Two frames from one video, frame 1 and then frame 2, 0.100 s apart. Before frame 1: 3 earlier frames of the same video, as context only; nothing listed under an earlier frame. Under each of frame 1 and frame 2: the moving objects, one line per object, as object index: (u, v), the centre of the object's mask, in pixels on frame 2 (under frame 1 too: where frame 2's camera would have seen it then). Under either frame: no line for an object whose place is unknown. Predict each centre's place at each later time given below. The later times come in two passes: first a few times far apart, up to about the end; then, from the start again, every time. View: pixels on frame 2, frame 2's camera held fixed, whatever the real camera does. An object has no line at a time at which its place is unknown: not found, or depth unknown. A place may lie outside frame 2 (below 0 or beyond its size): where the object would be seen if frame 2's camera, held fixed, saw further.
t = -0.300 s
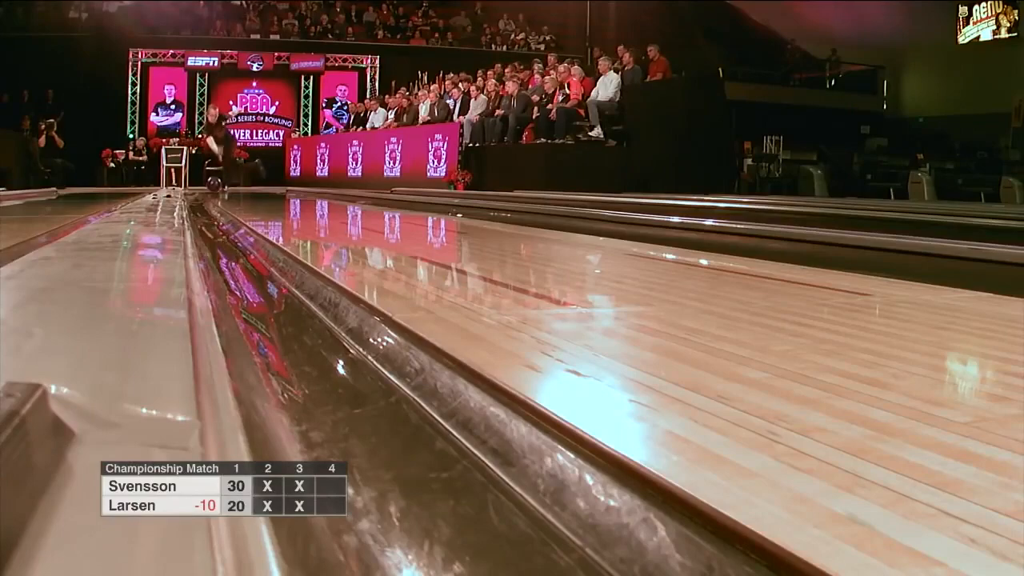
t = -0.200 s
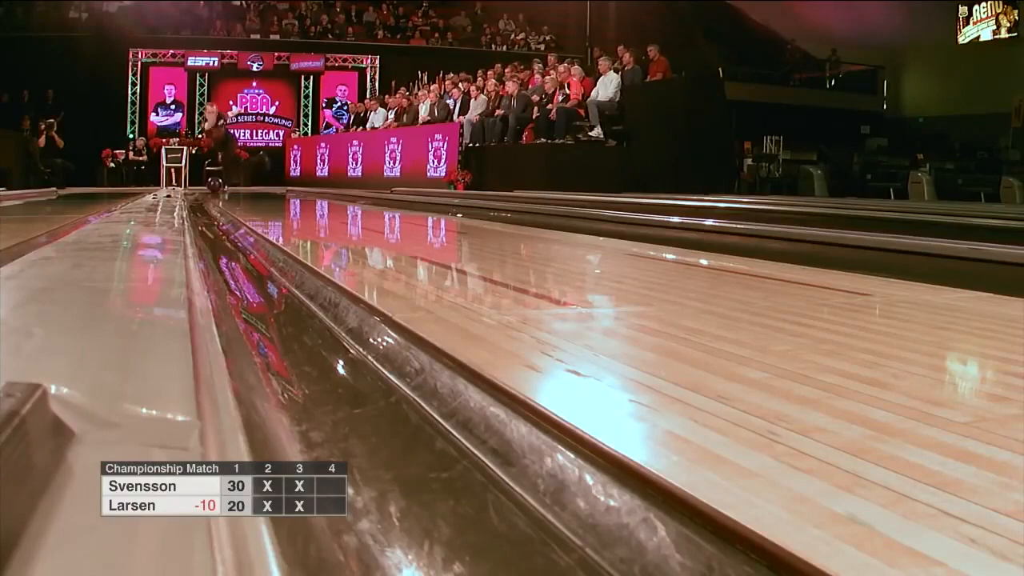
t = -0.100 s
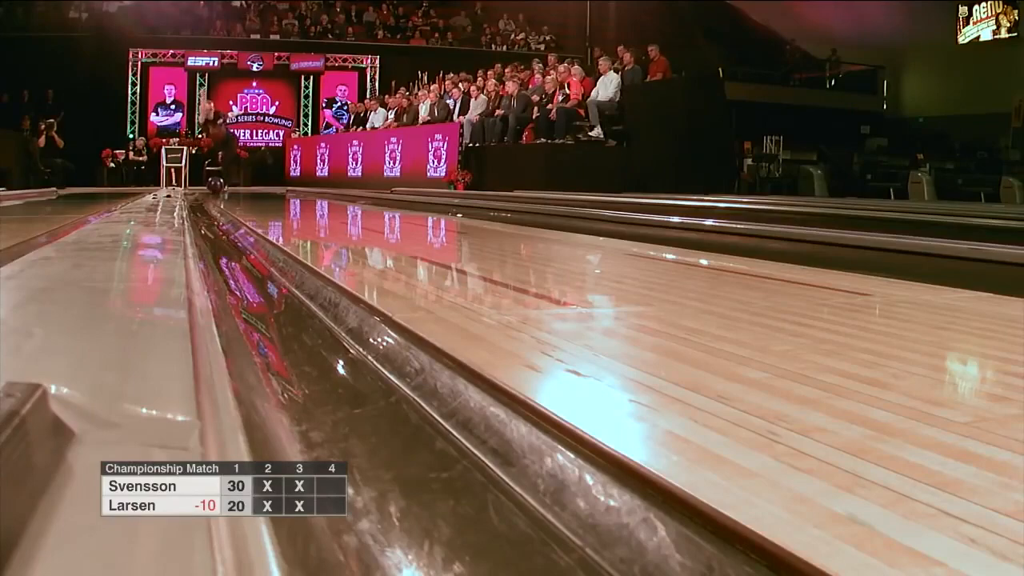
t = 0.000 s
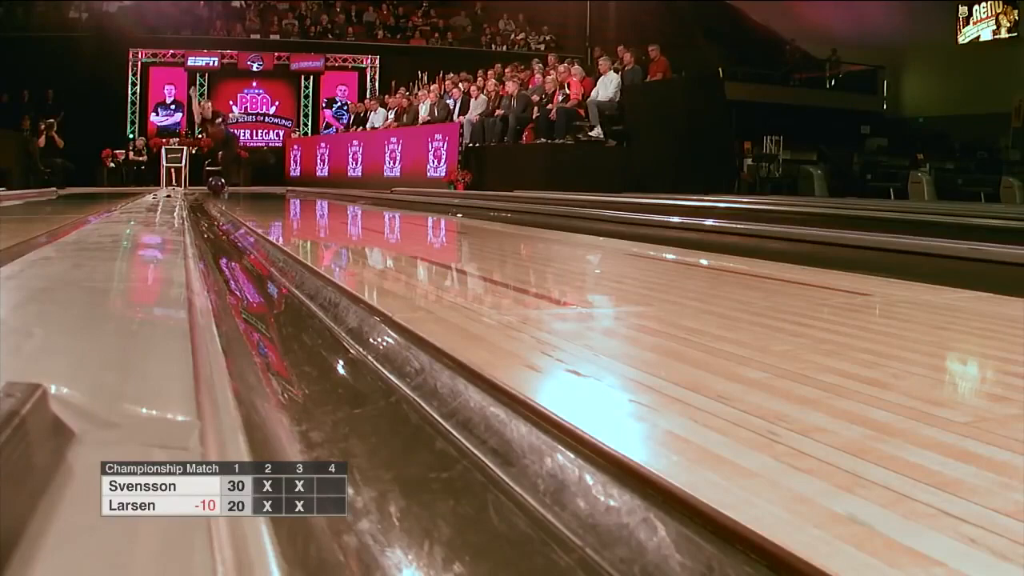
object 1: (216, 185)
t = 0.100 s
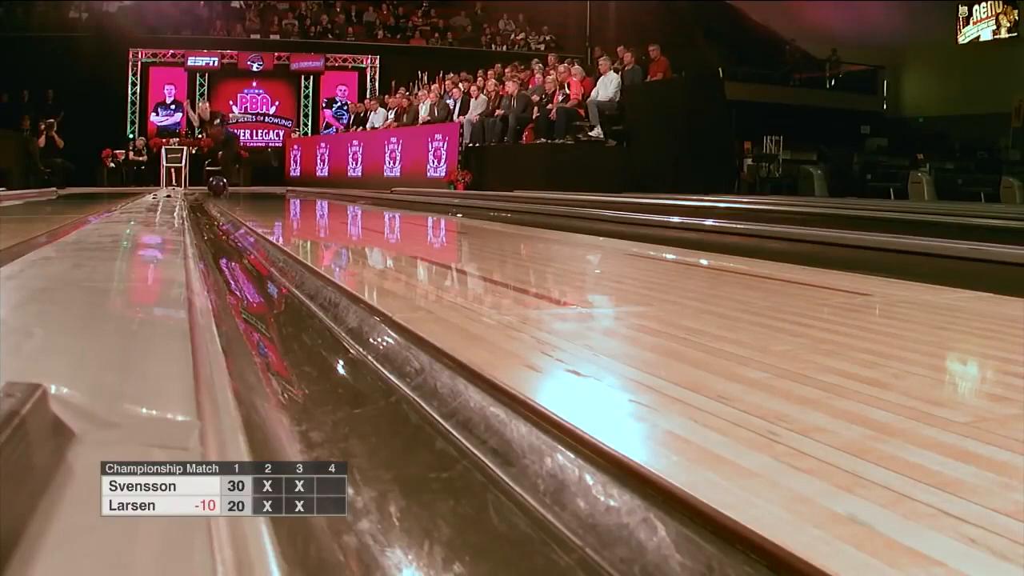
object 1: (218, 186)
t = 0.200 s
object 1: (218, 186)
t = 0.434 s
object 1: (223, 187)
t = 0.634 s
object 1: (232, 190)
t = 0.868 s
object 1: (253, 194)
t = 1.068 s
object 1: (304, 205)
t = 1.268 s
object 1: (546, 242)
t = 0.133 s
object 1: (218, 186)
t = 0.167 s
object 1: (218, 186)
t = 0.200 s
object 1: (218, 186)
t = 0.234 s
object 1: (219, 186)
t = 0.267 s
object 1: (220, 186)
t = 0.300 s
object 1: (220, 186)
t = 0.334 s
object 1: (221, 187)
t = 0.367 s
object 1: (222, 187)
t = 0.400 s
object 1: (223, 187)
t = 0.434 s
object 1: (223, 187)
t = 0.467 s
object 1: (225, 188)
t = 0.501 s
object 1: (226, 188)
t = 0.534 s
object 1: (227, 188)
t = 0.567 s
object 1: (228, 189)
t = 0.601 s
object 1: (230, 189)
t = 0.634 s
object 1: (232, 190)
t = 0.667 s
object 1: (234, 190)
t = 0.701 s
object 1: (236, 191)
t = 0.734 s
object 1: (239, 191)
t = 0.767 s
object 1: (241, 192)
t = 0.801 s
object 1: (245, 192)
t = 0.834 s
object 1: (249, 193)
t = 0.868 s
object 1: (253, 194)
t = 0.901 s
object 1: (257, 196)
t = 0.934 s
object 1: (264, 197)
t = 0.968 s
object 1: (271, 199)
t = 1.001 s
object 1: (279, 200)
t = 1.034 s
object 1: (290, 203)
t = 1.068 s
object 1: (304, 205)
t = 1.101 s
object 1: (320, 208)
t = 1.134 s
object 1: (341, 212)
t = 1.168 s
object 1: (368, 216)
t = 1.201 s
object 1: (408, 223)
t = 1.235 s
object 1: (462, 229)
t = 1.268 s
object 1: (546, 242)
